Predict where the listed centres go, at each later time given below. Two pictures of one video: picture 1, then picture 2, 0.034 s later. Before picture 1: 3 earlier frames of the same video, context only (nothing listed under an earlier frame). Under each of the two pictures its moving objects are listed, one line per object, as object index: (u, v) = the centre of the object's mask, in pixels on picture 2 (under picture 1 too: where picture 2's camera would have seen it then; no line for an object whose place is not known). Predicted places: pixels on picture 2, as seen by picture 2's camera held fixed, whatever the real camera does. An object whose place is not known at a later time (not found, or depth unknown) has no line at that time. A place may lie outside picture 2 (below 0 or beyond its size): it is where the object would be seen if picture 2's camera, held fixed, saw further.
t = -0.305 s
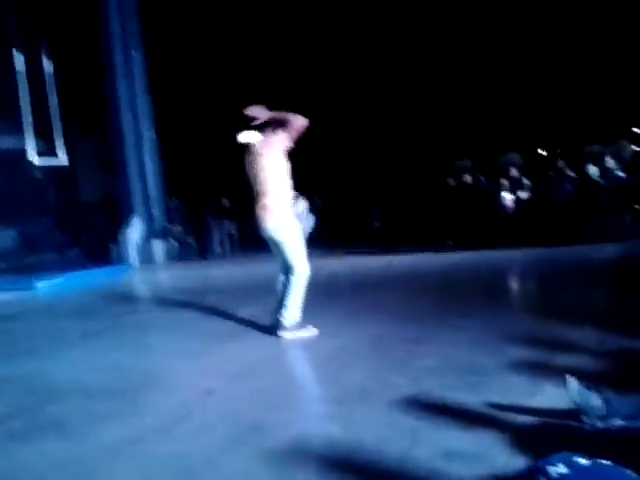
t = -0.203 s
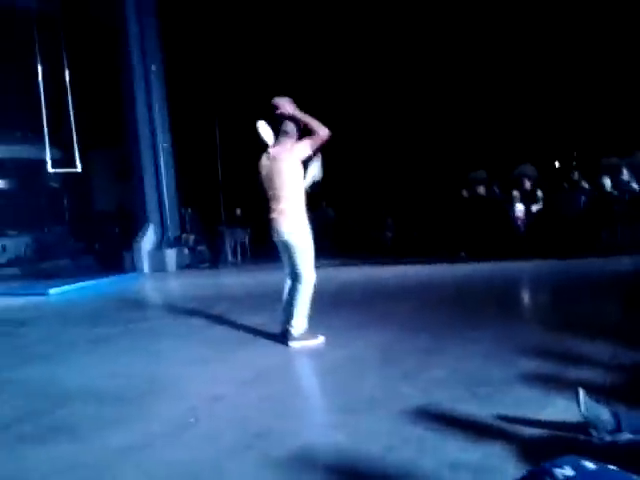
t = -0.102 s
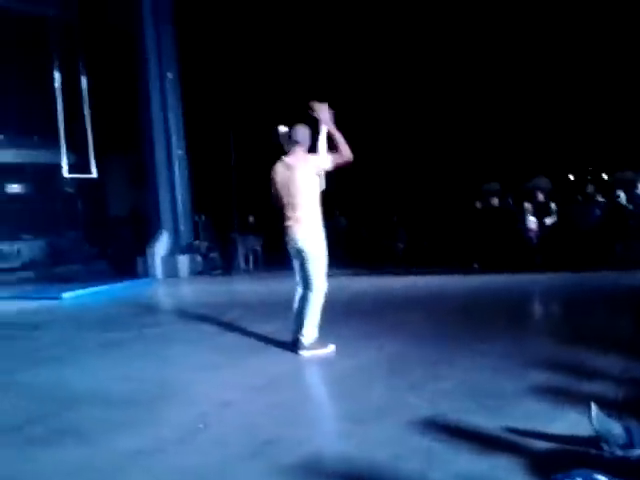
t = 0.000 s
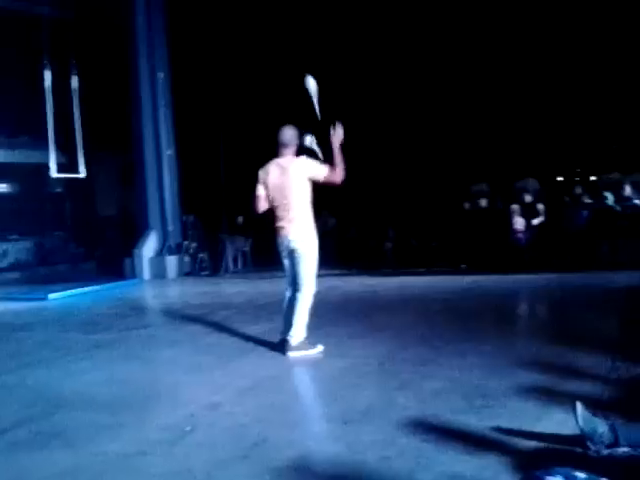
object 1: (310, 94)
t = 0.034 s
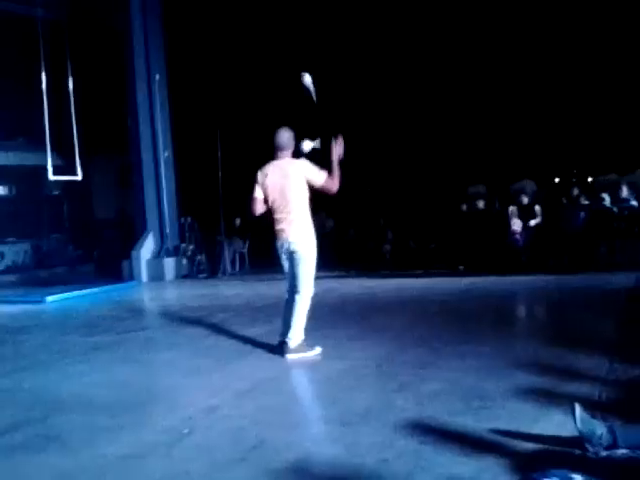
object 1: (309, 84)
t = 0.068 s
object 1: (308, 75)
